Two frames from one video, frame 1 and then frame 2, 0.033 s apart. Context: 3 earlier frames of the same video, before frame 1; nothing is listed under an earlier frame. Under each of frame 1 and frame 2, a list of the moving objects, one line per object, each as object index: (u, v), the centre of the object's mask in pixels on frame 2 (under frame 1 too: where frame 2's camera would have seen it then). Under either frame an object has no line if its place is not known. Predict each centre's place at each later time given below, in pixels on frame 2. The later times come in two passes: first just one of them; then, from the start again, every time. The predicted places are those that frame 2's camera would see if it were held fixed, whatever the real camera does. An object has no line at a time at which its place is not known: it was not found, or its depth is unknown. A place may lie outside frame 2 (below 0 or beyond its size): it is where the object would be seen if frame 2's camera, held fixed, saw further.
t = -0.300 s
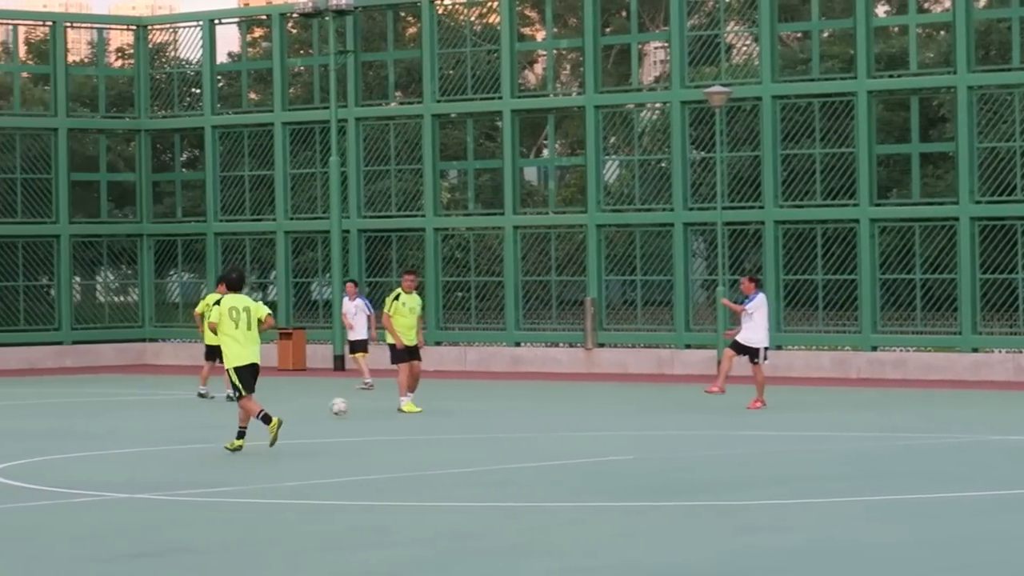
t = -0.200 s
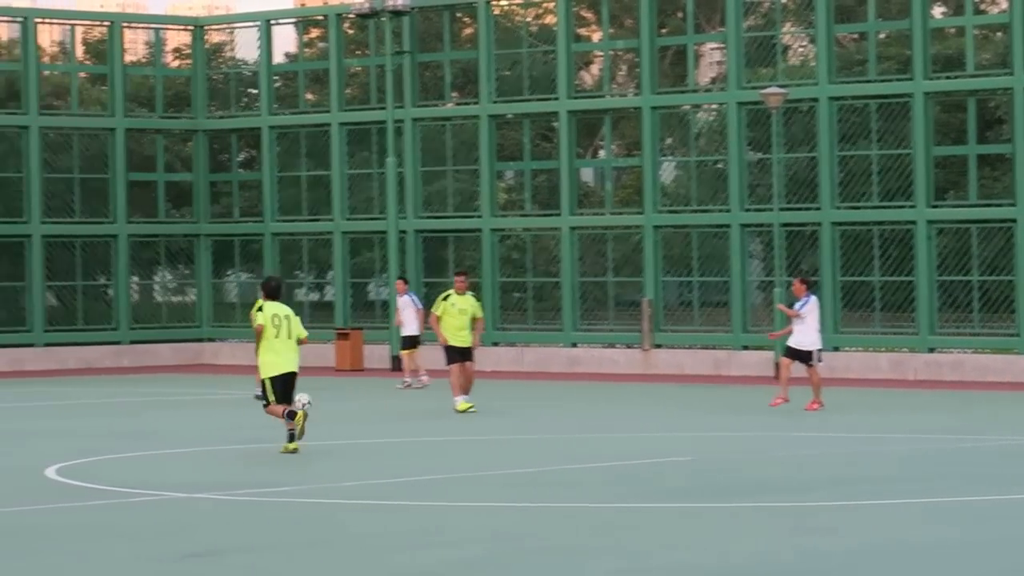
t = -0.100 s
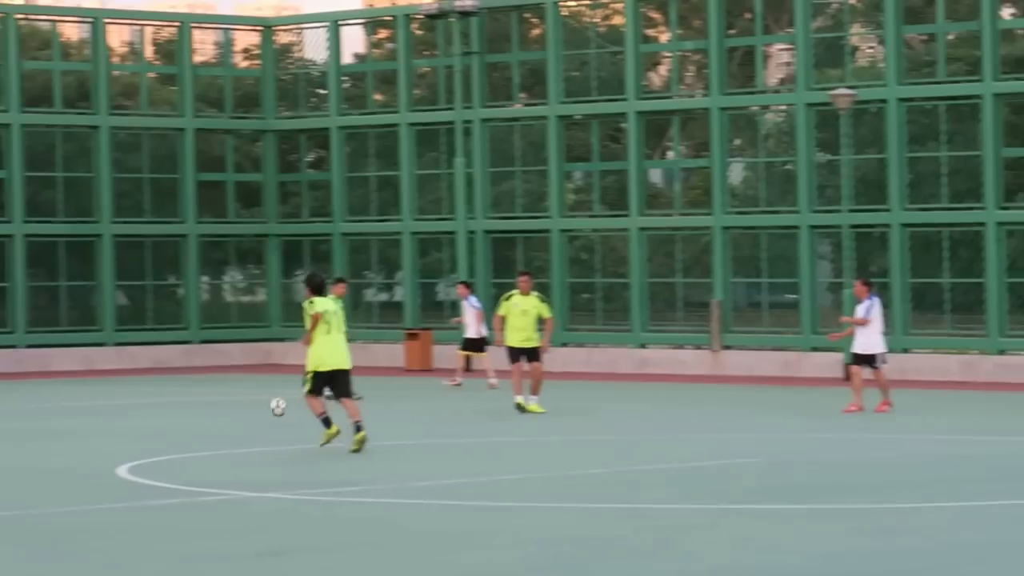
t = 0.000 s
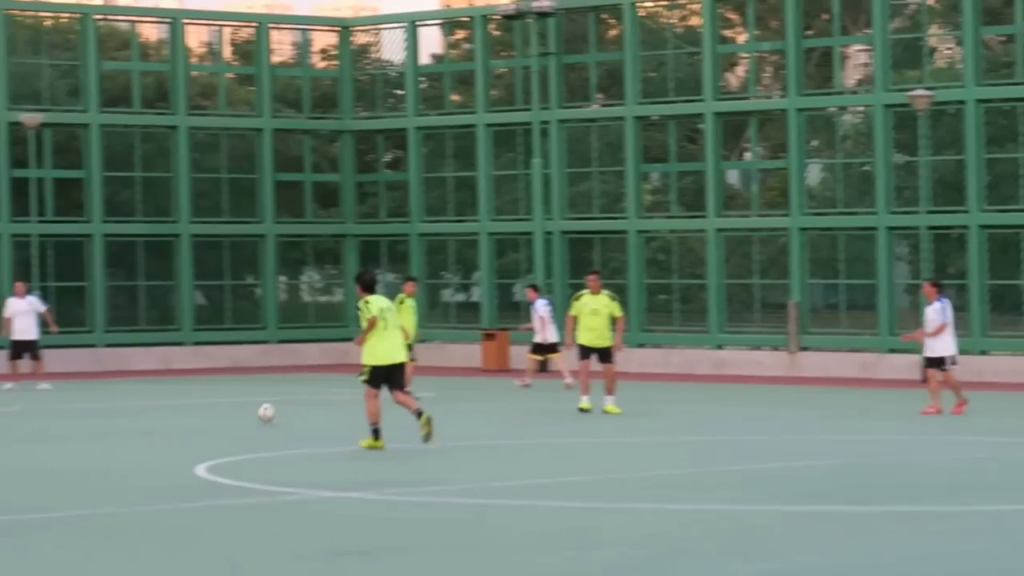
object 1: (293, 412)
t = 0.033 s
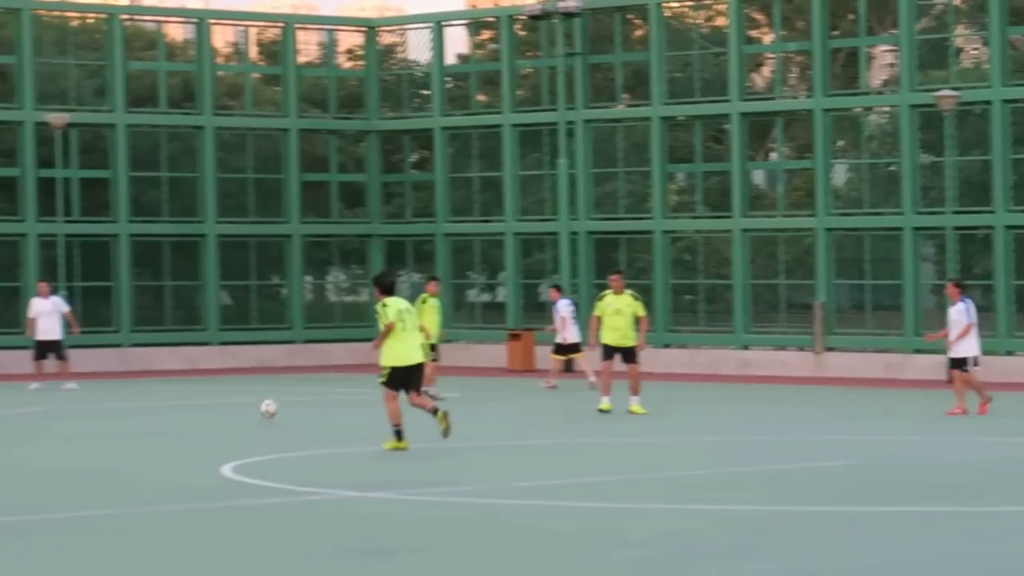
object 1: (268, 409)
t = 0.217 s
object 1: (132, 410)
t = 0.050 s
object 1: (255, 407)
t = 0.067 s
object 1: (242, 407)
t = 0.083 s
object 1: (230, 407)
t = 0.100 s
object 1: (218, 406)
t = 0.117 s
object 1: (206, 406)
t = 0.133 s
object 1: (193, 406)
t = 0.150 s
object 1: (180, 406)
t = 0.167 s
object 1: (167, 407)
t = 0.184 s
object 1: (156, 408)
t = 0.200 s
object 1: (144, 409)
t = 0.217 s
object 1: (132, 410)
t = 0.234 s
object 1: (120, 412)
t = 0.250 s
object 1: (108, 415)
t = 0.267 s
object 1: (96, 417)
